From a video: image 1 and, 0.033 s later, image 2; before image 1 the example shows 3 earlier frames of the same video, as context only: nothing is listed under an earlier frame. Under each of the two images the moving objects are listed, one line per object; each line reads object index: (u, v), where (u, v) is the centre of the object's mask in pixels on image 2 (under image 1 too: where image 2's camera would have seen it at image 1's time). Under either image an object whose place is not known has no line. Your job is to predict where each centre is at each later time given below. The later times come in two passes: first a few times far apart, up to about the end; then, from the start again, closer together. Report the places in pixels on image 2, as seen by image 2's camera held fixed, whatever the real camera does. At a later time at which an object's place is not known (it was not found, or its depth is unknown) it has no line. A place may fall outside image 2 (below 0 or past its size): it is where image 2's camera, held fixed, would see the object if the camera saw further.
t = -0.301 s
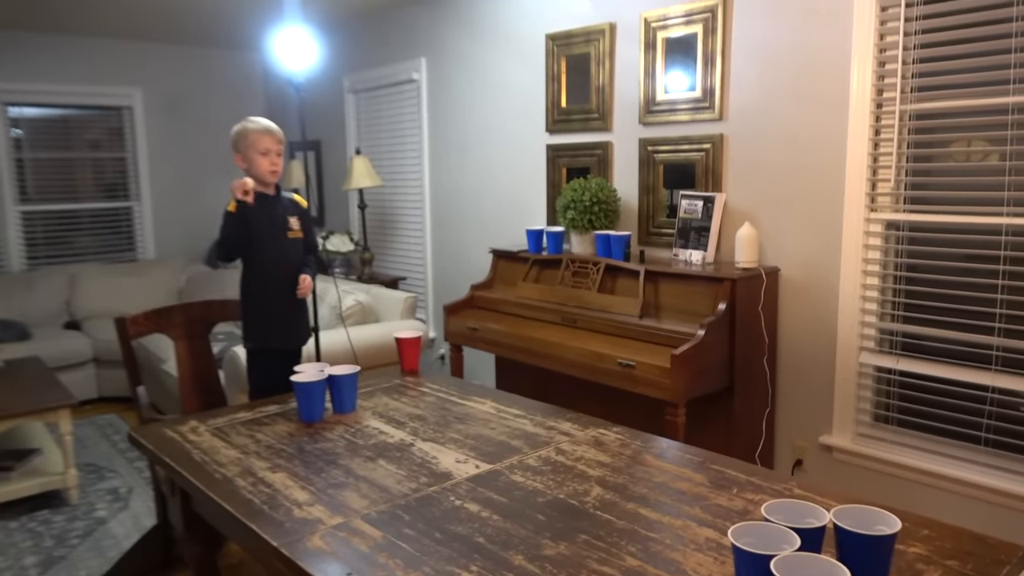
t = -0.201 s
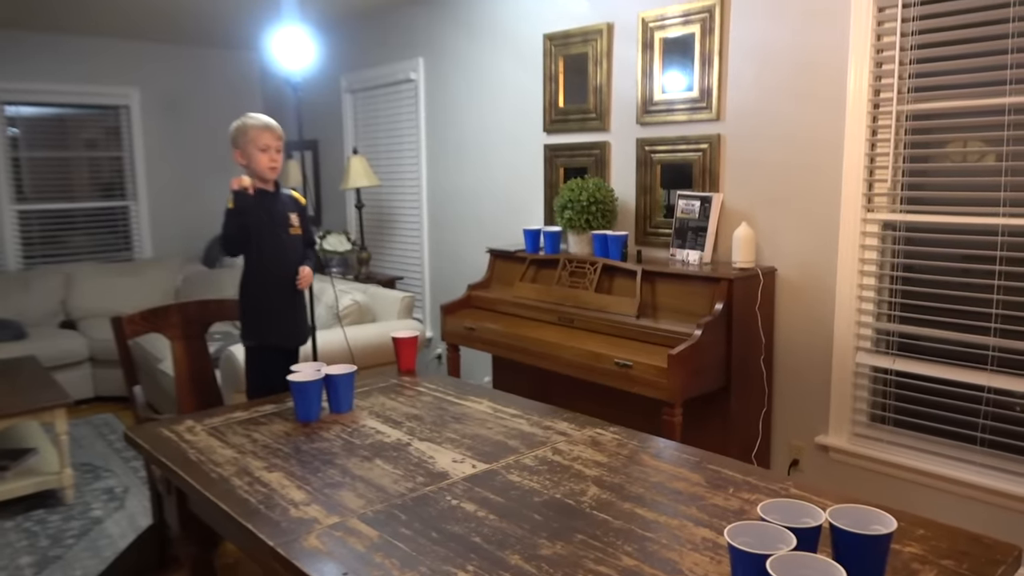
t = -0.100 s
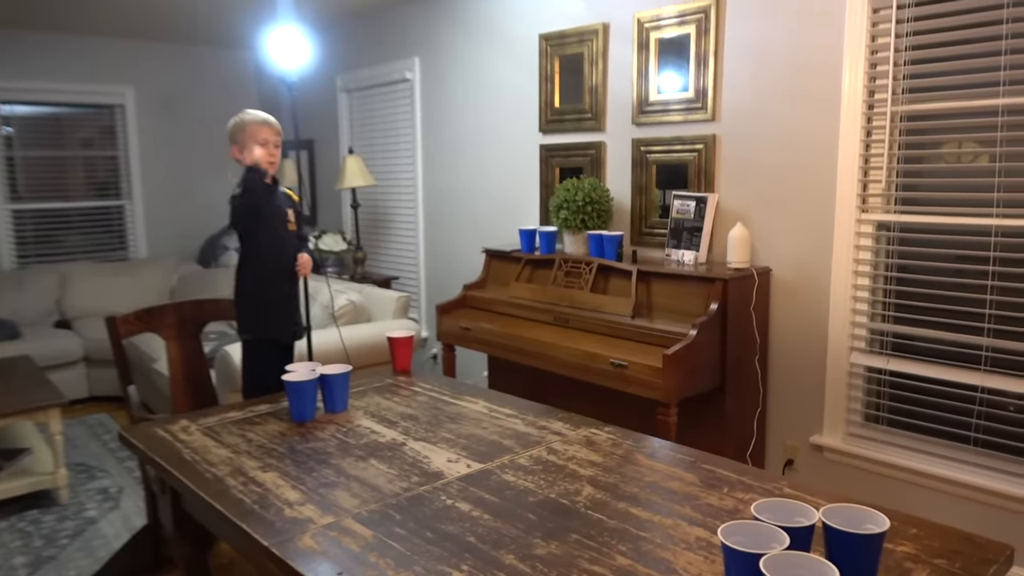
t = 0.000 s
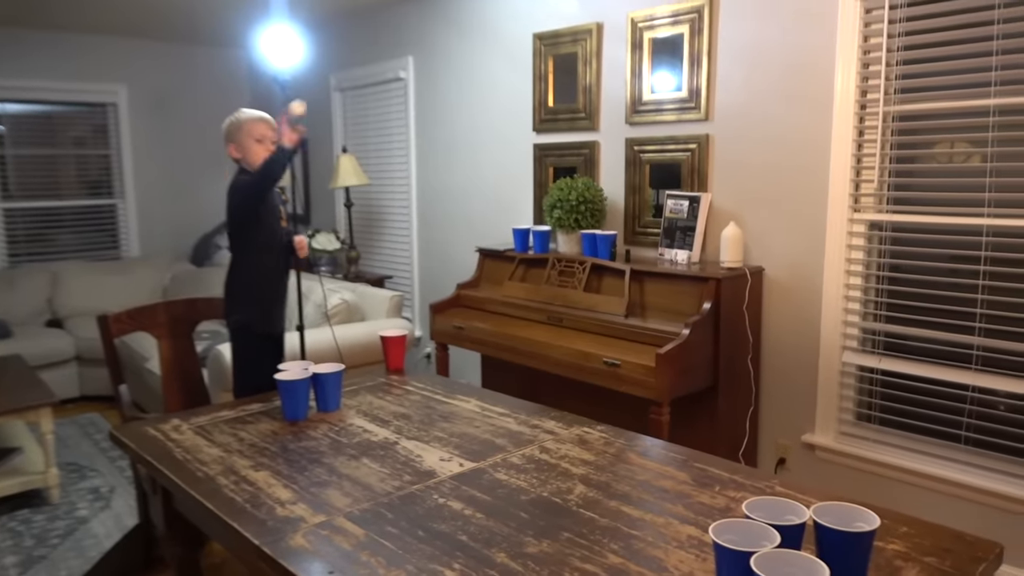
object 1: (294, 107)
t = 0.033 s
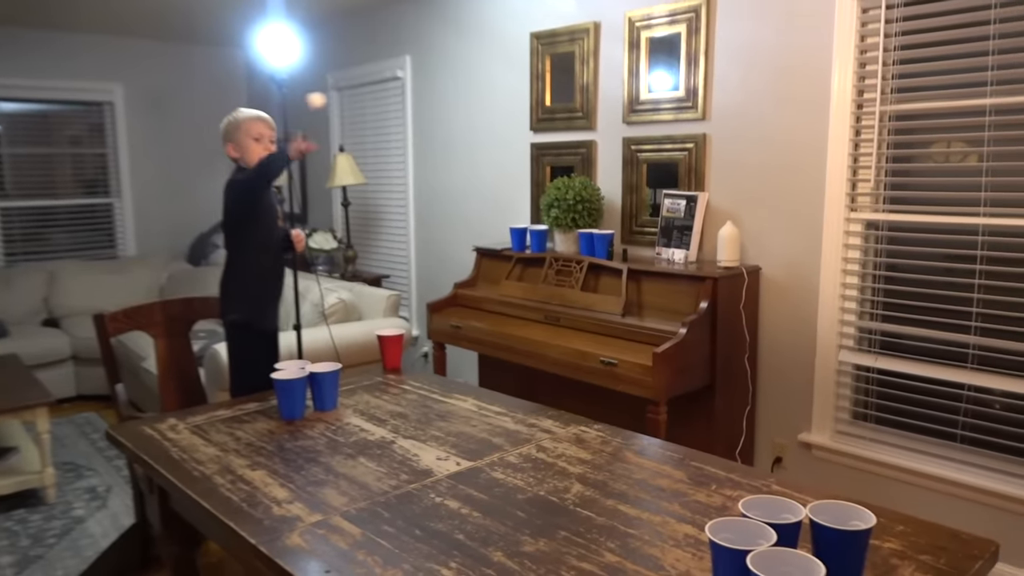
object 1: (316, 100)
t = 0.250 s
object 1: (510, 174)
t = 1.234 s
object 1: (1067, 417)
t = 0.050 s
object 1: (327, 98)
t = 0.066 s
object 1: (340, 96)
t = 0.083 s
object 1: (353, 96)
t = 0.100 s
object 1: (366, 97)
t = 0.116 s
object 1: (381, 100)
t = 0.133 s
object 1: (395, 103)
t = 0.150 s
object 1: (411, 108)
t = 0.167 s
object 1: (426, 115)
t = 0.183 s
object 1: (442, 124)
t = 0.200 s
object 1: (459, 133)
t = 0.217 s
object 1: (475, 144)
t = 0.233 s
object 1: (493, 158)
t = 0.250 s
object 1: (510, 174)
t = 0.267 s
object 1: (531, 192)
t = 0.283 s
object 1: (550, 212)
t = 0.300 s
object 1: (570, 233)
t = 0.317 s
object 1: (592, 258)
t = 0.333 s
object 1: (614, 288)
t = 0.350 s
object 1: (637, 317)
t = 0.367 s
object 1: (660, 349)
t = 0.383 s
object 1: (685, 385)
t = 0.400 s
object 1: (708, 422)
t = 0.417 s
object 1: (731, 457)
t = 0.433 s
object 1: (750, 461)
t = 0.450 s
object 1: (759, 439)
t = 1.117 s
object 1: (1018, 520)
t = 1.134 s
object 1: (1024, 501)
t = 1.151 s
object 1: (1034, 484)
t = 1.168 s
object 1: (1043, 468)
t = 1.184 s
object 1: (1050, 454)
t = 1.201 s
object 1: (1056, 441)
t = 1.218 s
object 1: (1063, 428)
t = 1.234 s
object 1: (1067, 417)
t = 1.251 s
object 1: (1072, 408)
